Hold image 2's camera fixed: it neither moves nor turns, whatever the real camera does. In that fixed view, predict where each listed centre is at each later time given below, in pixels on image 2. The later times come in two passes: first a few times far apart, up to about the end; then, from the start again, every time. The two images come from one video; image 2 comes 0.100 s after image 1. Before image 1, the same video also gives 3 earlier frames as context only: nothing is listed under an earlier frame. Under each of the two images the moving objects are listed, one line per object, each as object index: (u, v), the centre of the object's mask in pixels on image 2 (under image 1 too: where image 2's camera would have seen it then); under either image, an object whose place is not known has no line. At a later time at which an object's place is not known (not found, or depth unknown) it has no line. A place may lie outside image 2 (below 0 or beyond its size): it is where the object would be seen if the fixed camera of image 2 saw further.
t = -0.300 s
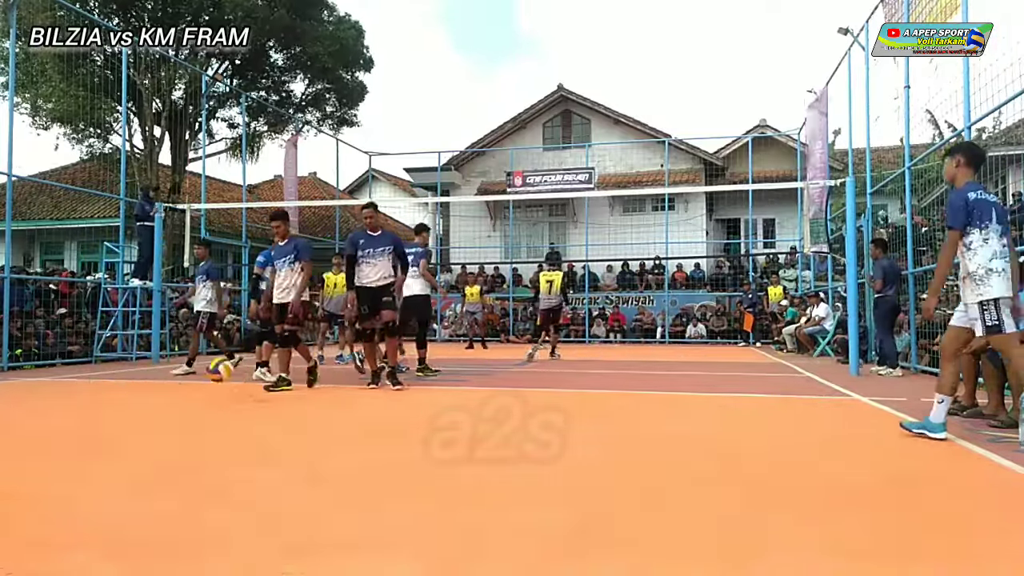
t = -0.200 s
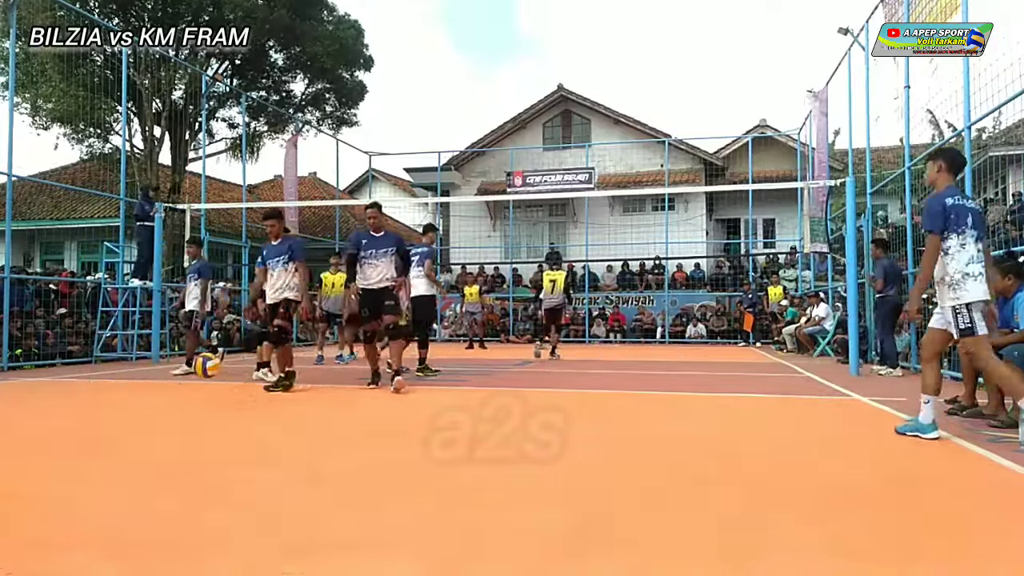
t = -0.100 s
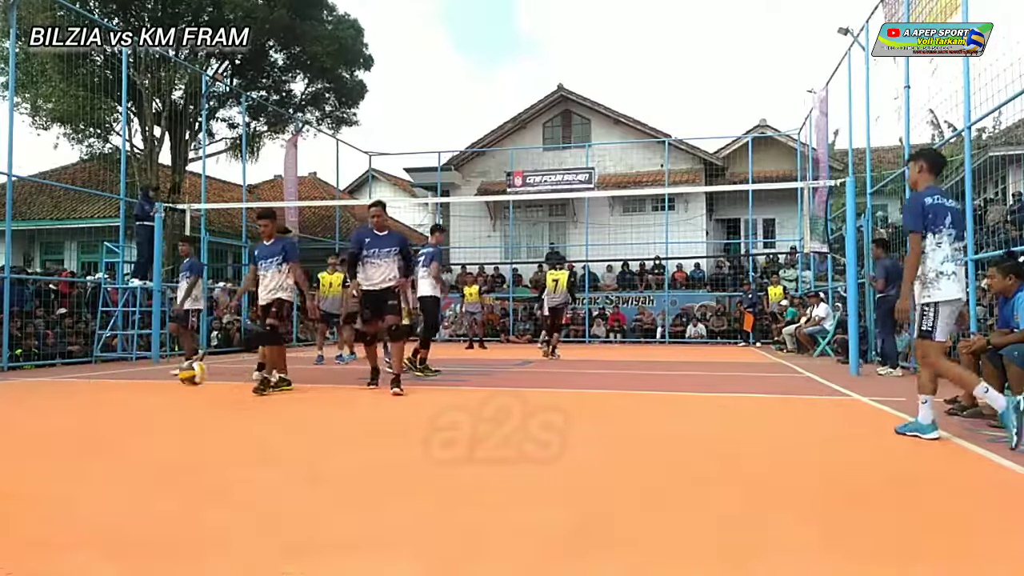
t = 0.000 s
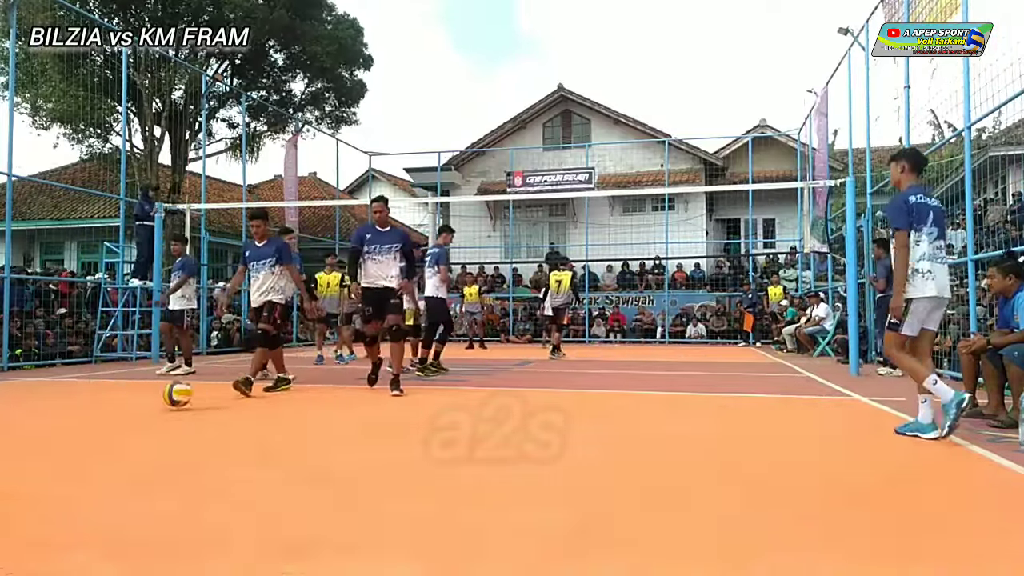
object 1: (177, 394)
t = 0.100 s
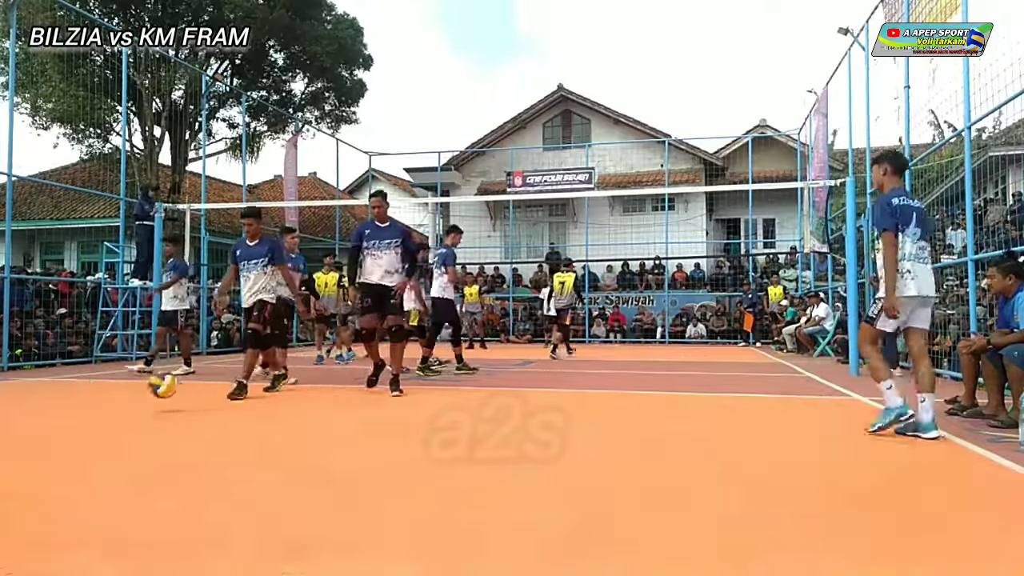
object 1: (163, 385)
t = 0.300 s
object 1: (131, 385)
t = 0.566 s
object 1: (87, 391)
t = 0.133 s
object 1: (157, 382)
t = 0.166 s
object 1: (153, 379)
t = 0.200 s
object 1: (148, 379)
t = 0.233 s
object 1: (142, 380)
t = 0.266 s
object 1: (137, 382)
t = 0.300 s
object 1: (131, 385)
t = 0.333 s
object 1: (127, 391)
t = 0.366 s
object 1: (120, 398)
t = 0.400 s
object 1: (114, 405)
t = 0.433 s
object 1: (109, 399)
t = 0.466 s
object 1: (104, 395)
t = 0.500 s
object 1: (98, 392)
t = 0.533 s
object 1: (93, 390)
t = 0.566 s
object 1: (87, 391)
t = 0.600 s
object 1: (80, 392)
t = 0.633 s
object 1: (74, 396)
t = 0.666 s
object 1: (68, 401)
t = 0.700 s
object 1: (61, 407)
